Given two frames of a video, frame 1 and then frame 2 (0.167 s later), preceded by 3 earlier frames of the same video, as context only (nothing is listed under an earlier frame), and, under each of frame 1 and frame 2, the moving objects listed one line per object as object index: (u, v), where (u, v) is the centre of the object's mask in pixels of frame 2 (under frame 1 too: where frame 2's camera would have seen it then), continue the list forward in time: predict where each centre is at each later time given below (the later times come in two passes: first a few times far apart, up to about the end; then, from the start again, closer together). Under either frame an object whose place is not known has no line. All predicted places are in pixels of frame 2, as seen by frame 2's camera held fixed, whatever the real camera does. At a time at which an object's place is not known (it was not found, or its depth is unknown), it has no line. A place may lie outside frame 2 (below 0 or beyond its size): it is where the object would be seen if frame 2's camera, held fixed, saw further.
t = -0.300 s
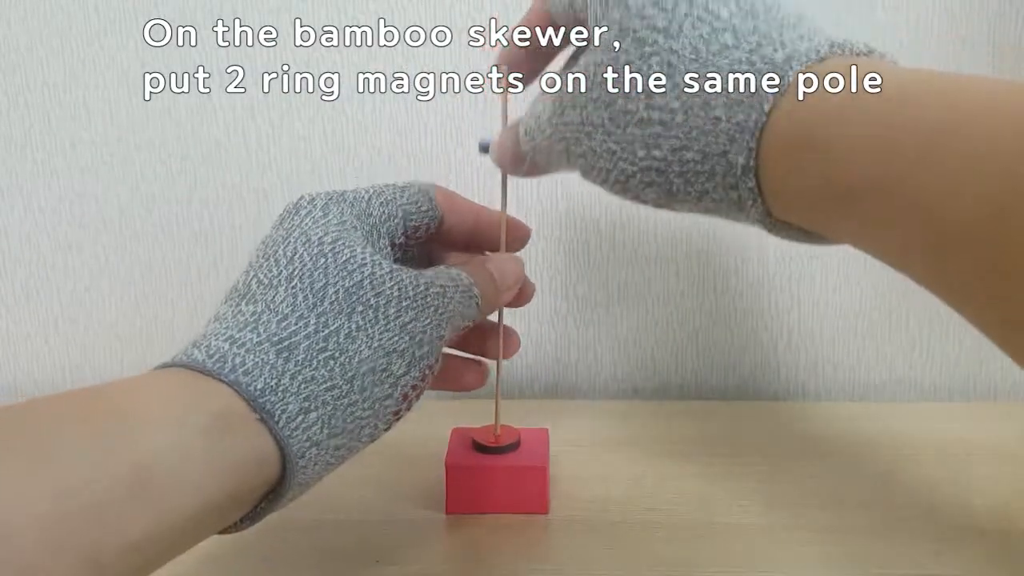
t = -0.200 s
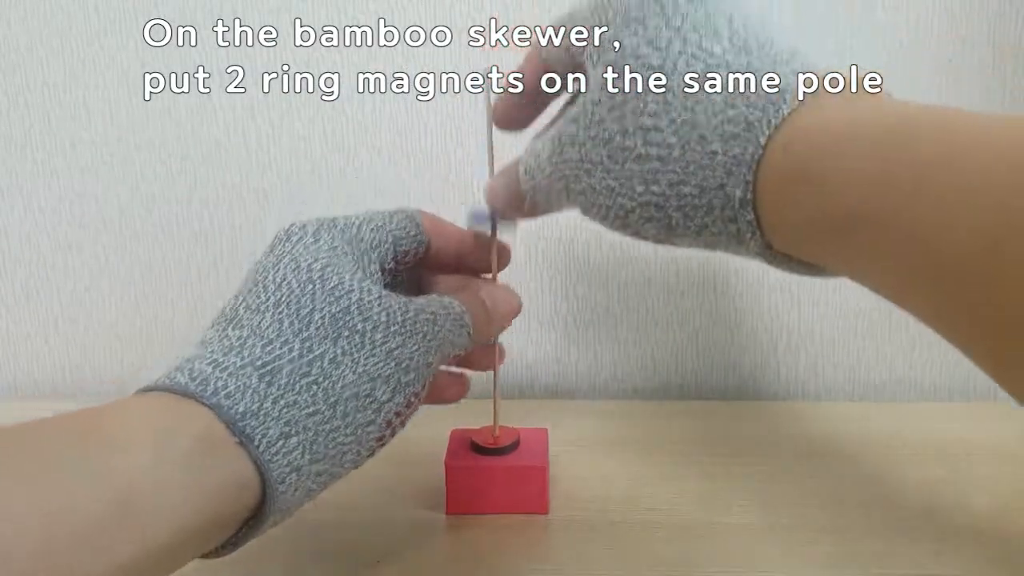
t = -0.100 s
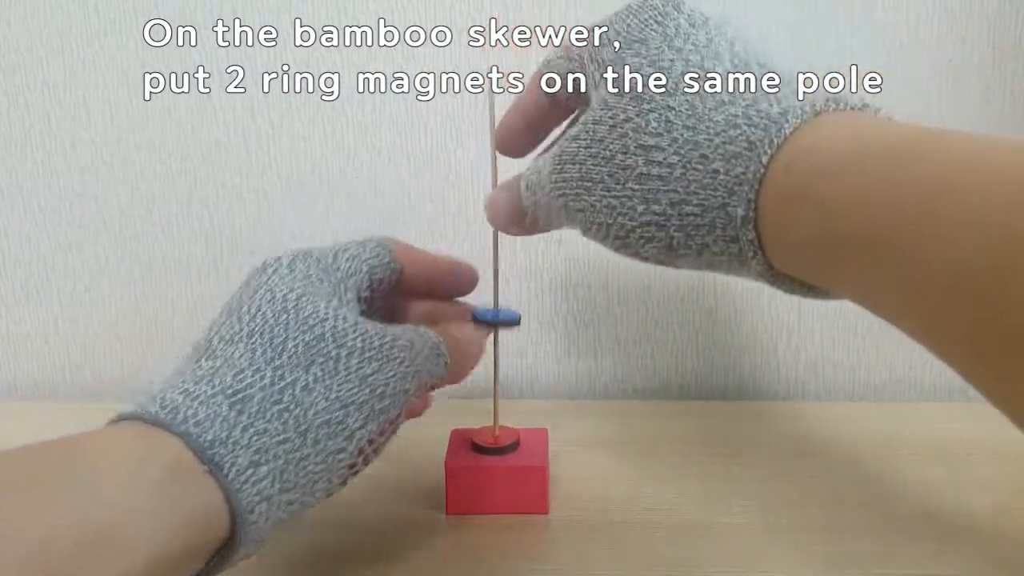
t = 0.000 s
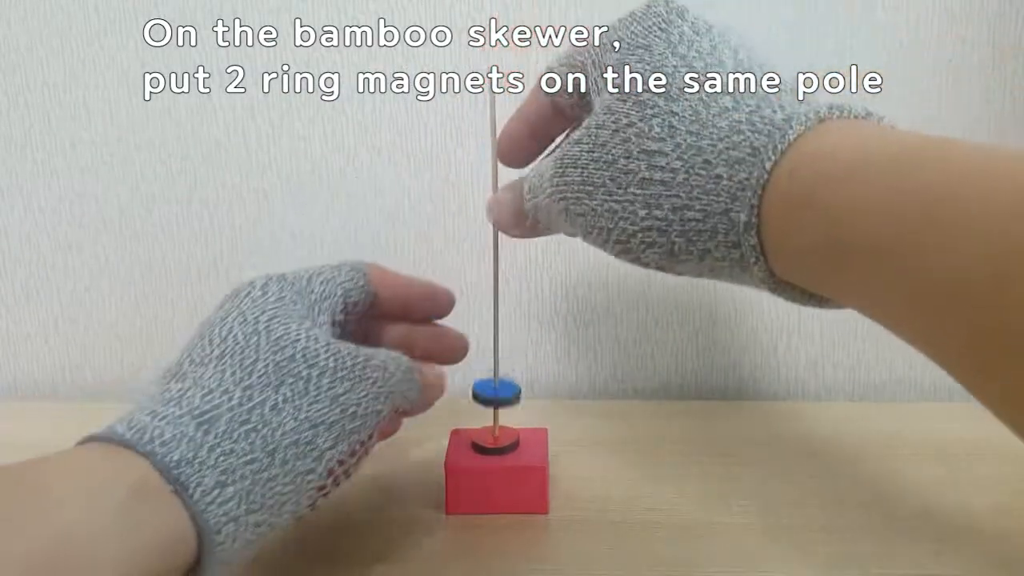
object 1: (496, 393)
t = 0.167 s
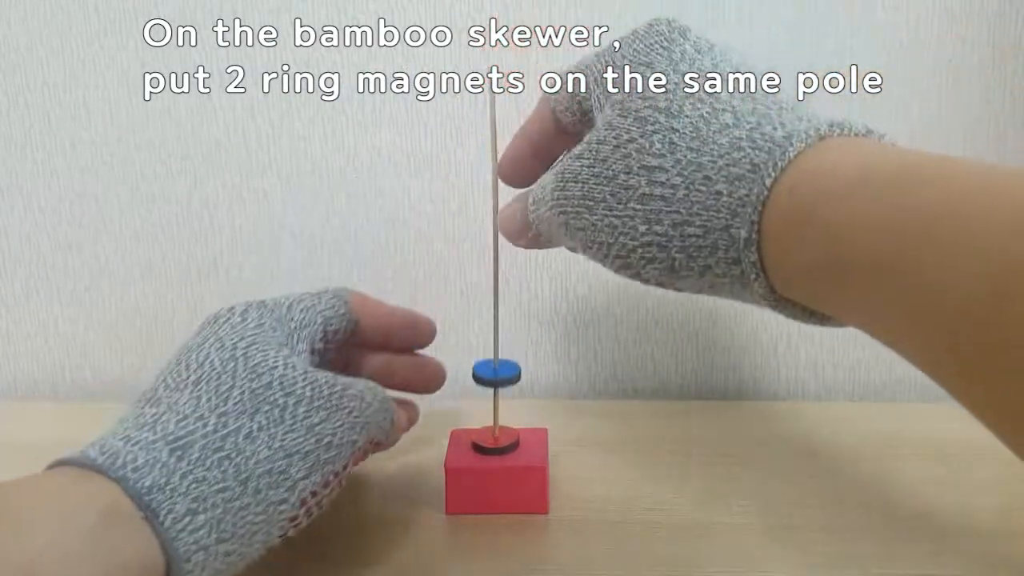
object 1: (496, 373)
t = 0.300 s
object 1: (496, 375)
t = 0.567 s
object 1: (496, 375)
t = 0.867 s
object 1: (496, 375)
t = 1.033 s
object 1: (496, 375)
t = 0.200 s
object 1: (496, 377)
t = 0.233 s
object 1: (496, 377)
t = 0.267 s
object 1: (496, 376)
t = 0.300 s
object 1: (496, 375)
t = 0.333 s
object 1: (496, 375)
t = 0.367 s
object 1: (496, 375)
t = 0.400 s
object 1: (496, 375)
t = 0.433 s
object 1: (496, 375)
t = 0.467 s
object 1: (496, 375)
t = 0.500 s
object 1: (496, 375)
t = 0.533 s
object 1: (496, 375)
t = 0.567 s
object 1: (496, 375)
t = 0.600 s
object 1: (496, 375)
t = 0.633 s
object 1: (496, 375)
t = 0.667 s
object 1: (496, 375)
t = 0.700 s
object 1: (496, 375)
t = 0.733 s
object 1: (496, 375)
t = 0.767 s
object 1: (496, 375)
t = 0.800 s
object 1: (496, 375)
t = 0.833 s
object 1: (496, 375)
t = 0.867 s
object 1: (496, 375)
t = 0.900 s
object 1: (496, 375)
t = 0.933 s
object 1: (496, 375)
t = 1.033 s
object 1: (496, 375)
